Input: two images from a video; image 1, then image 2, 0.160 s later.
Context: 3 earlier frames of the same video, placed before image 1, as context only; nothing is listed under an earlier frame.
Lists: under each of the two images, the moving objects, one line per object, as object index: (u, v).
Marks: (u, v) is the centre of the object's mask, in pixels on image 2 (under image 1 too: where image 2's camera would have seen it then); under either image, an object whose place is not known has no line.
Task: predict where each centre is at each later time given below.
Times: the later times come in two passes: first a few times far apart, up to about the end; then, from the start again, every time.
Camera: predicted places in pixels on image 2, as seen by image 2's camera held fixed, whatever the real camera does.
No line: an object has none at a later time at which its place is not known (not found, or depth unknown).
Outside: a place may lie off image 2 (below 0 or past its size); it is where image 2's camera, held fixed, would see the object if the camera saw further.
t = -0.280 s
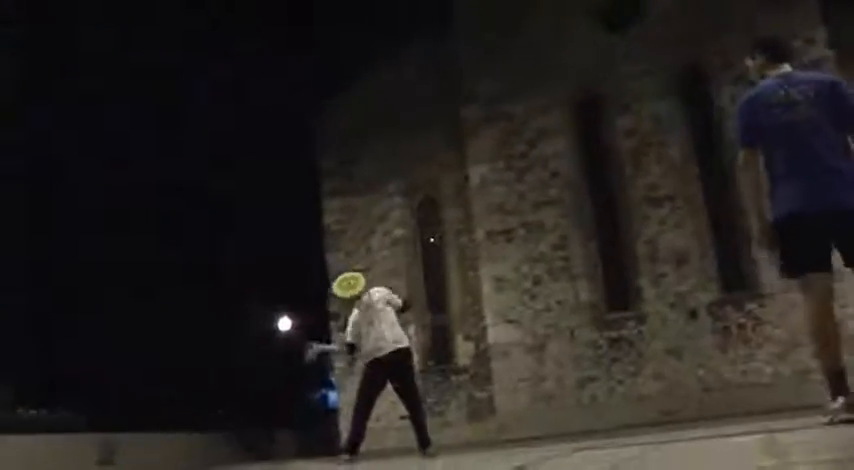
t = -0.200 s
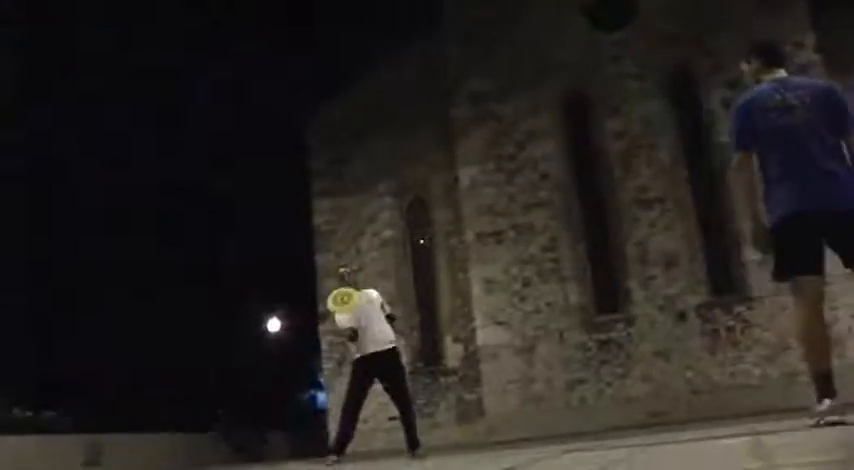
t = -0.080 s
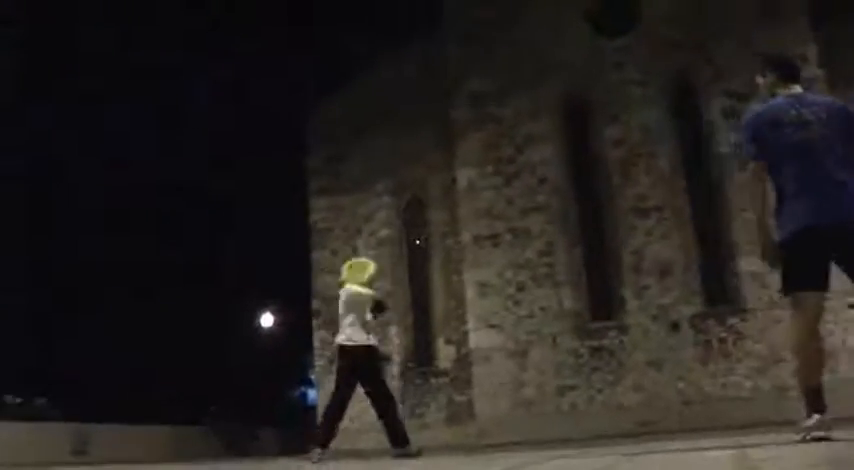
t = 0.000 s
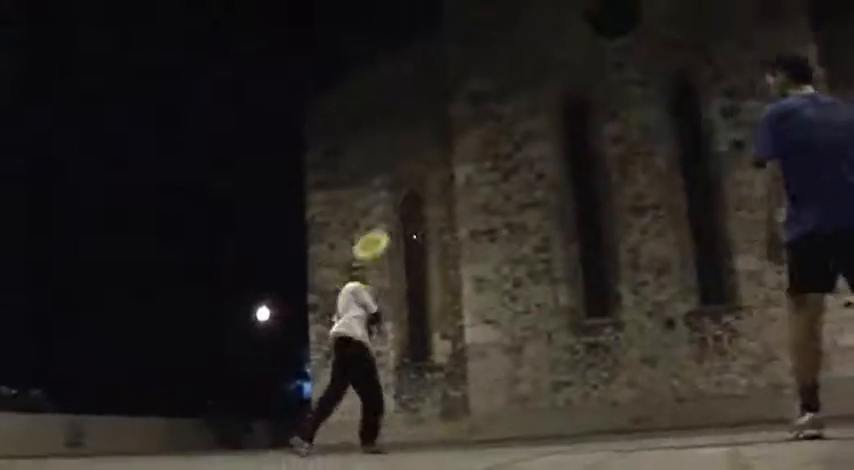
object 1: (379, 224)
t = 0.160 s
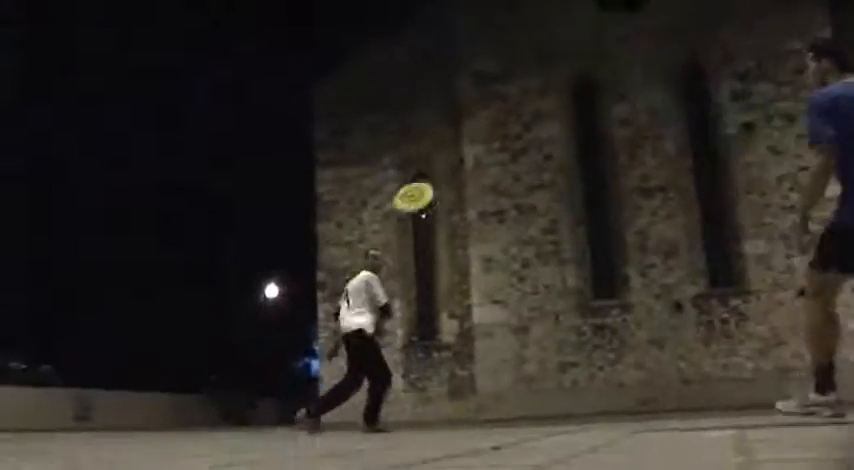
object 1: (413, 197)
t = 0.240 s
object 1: (428, 188)
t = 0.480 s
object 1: (470, 184)
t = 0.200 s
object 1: (420, 192)
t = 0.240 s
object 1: (428, 188)
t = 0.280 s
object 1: (436, 185)
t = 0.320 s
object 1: (443, 183)
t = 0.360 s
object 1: (450, 181)
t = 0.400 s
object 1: (457, 181)
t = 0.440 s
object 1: (463, 182)
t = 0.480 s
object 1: (470, 184)
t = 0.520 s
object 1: (477, 188)
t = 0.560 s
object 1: (483, 194)
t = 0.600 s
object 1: (489, 203)
